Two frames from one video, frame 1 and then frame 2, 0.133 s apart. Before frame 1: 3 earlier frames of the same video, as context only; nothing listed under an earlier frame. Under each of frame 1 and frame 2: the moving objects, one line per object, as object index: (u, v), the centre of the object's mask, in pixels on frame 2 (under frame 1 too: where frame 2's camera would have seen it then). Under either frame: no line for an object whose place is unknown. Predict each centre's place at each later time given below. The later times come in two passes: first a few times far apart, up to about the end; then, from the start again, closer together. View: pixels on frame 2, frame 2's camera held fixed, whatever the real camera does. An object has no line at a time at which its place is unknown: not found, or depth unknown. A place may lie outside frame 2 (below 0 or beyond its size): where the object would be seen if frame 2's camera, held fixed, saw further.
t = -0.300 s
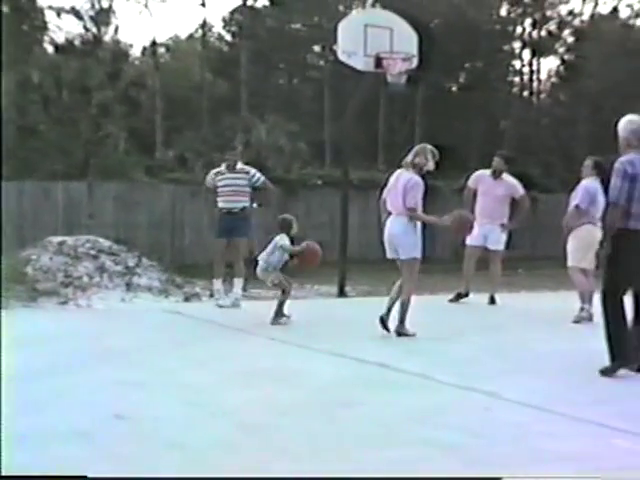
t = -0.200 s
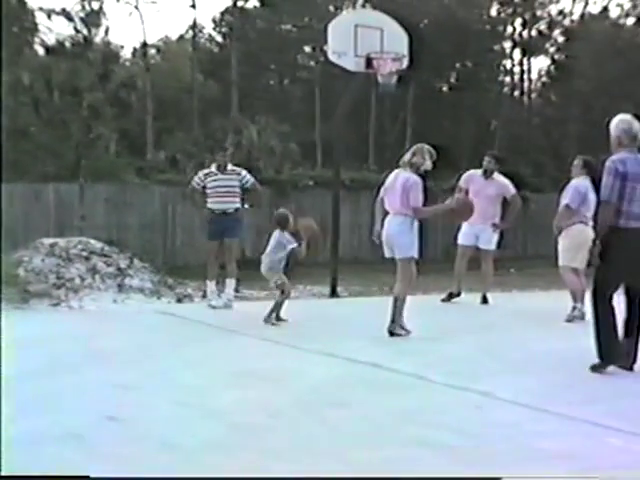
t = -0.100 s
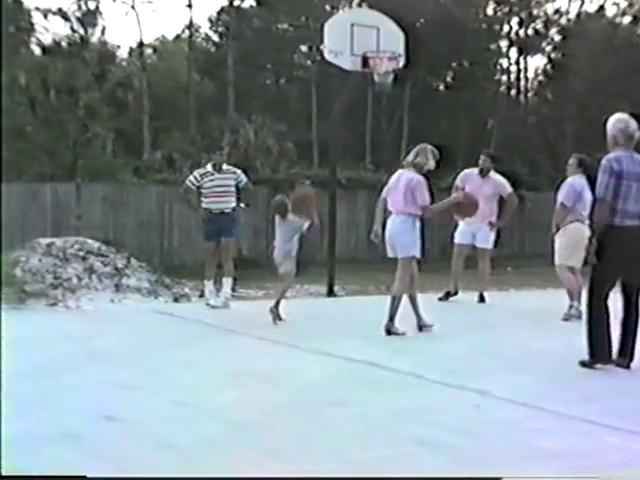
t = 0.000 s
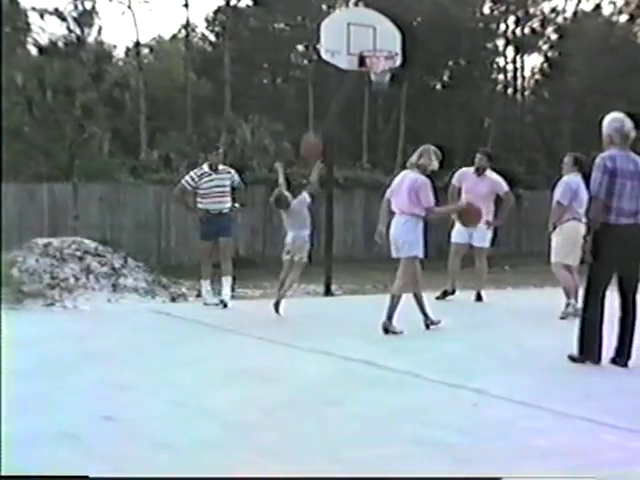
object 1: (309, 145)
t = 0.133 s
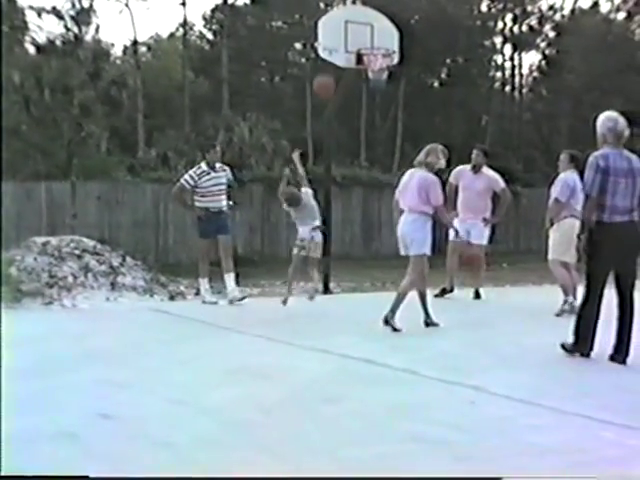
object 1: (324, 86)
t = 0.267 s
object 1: (335, 50)
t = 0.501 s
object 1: (355, 27)
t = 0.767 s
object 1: (377, 44)
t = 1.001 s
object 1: (403, 44)
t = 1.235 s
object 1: (429, 75)
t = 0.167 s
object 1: (327, 76)
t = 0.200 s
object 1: (329, 68)
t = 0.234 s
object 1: (332, 57)
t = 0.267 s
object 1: (335, 50)
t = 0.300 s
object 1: (339, 43)
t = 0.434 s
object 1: (349, 29)
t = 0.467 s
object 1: (352, 27)
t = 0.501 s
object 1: (355, 27)
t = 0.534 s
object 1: (357, 28)
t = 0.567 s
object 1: (359, 29)
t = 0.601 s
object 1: (363, 31)
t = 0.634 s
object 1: (364, 34)
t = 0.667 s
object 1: (367, 38)
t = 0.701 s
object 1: (369, 42)
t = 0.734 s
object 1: (373, 45)
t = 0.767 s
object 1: (377, 44)
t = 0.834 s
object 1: (384, 41)
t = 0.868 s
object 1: (387, 41)
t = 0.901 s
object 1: (392, 42)
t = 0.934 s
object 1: (395, 43)
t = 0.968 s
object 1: (399, 44)
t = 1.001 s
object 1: (403, 44)
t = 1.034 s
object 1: (407, 45)
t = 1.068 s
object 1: (410, 49)
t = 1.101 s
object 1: (412, 53)
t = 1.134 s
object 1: (417, 56)
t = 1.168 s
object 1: (422, 62)
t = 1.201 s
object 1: (427, 70)
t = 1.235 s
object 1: (429, 75)
